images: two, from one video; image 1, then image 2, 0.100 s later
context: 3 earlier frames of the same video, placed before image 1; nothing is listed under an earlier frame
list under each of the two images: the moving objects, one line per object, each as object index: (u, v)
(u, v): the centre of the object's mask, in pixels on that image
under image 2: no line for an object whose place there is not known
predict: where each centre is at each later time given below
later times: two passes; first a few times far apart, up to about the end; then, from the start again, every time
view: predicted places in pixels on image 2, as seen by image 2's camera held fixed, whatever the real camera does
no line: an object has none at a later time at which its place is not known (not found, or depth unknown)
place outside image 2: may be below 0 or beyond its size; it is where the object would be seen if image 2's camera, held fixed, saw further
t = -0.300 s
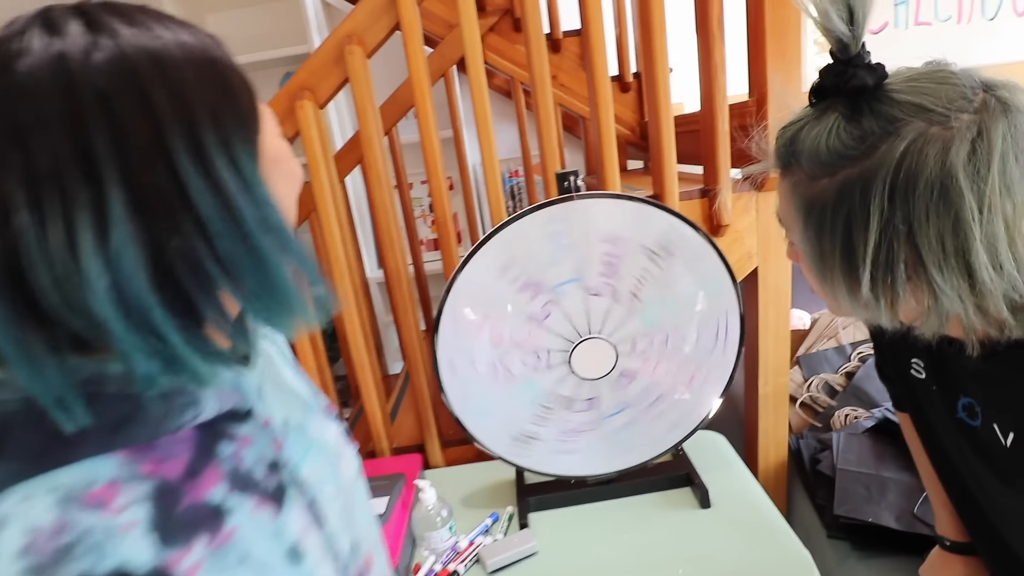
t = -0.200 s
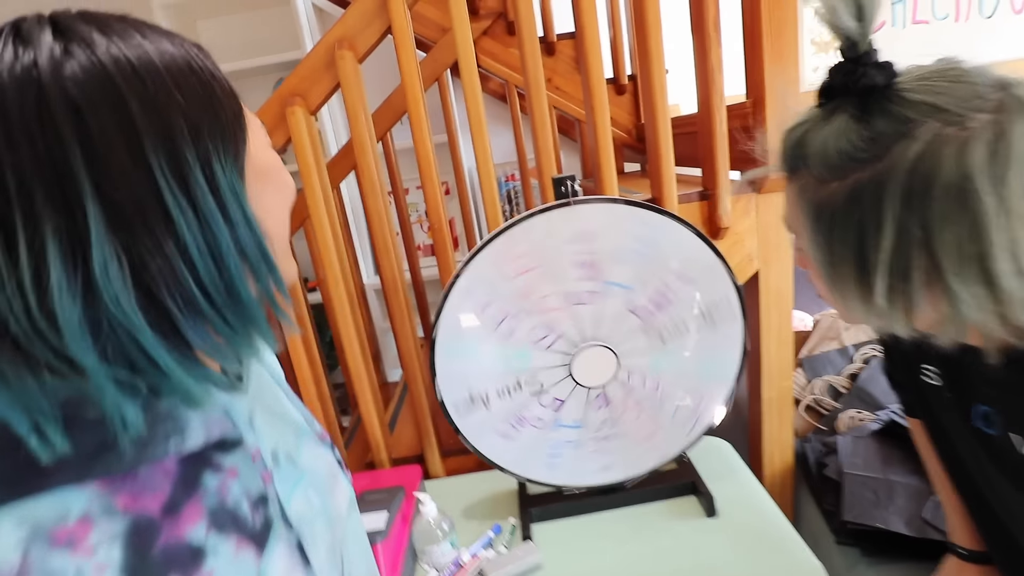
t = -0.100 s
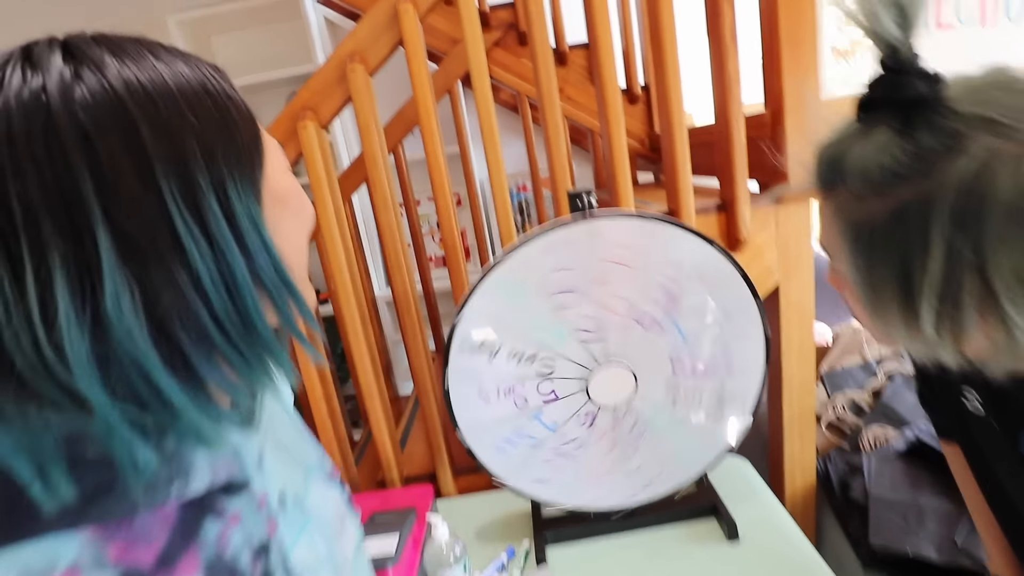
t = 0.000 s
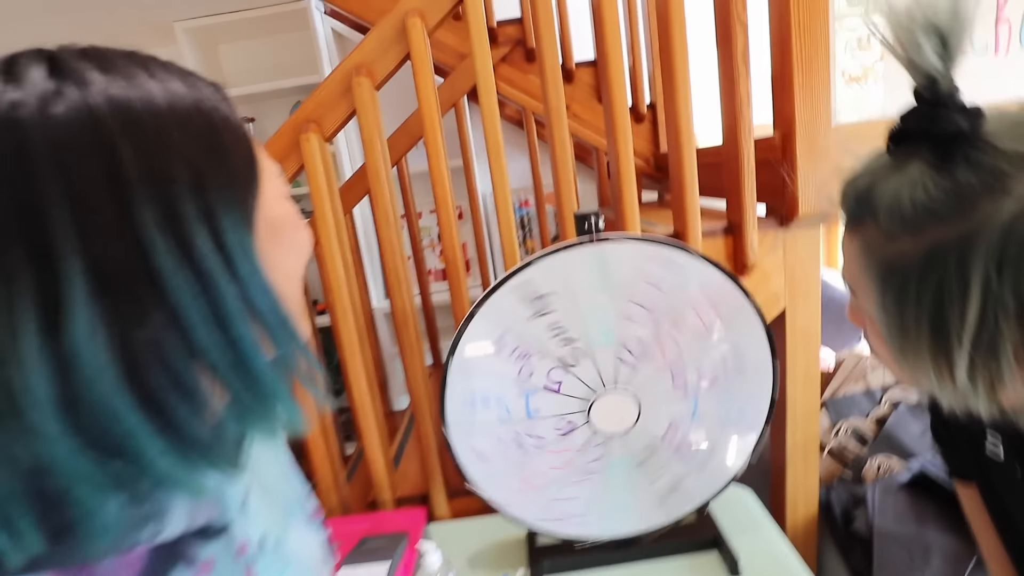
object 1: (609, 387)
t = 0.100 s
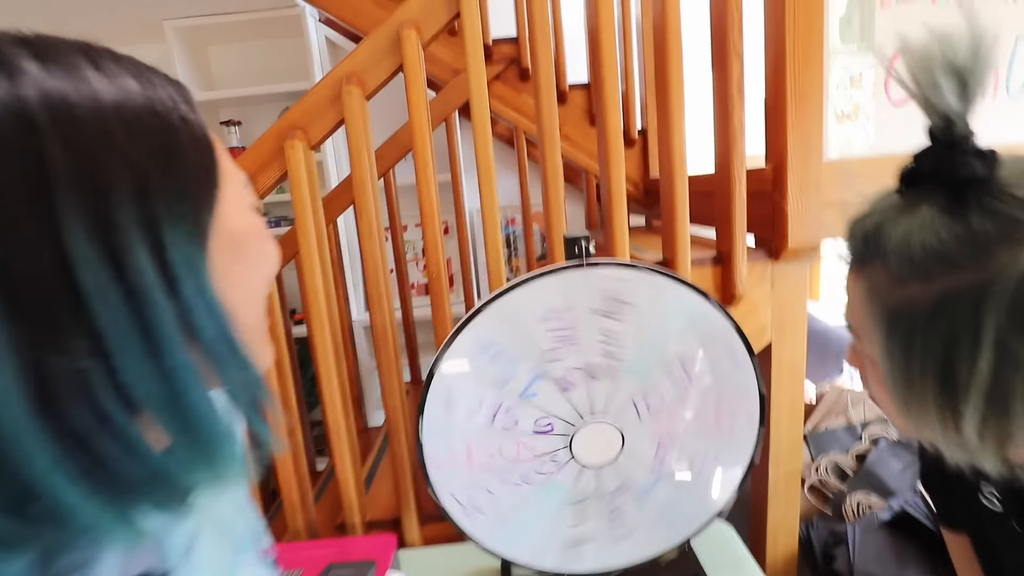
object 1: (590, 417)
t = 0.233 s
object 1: (590, 416)
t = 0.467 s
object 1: (593, 410)
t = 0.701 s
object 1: (603, 409)
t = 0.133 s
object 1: (590, 417)
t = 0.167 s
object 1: (589, 418)
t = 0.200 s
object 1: (589, 417)
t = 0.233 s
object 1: (590, 416)
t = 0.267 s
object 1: (590, 415)
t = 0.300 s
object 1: (591, 414)
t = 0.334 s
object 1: (591, 413)
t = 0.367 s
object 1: (592, 412)
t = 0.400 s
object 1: (591, 412)
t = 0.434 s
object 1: (592, 411)
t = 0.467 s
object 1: (593, 410)
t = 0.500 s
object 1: (594, 409)
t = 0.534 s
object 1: (595, 408)
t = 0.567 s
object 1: (597, 408)
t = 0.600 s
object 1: (599, 409)
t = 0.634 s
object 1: (600, 409)
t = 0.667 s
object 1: (602, 409)
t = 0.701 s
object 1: (603, 409)
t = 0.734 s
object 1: (603, 410)
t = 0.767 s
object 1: (604, 410)
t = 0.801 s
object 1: (604, 410)
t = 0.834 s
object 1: (603, 410)
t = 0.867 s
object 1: (603, 410)
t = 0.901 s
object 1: (603, 410)
